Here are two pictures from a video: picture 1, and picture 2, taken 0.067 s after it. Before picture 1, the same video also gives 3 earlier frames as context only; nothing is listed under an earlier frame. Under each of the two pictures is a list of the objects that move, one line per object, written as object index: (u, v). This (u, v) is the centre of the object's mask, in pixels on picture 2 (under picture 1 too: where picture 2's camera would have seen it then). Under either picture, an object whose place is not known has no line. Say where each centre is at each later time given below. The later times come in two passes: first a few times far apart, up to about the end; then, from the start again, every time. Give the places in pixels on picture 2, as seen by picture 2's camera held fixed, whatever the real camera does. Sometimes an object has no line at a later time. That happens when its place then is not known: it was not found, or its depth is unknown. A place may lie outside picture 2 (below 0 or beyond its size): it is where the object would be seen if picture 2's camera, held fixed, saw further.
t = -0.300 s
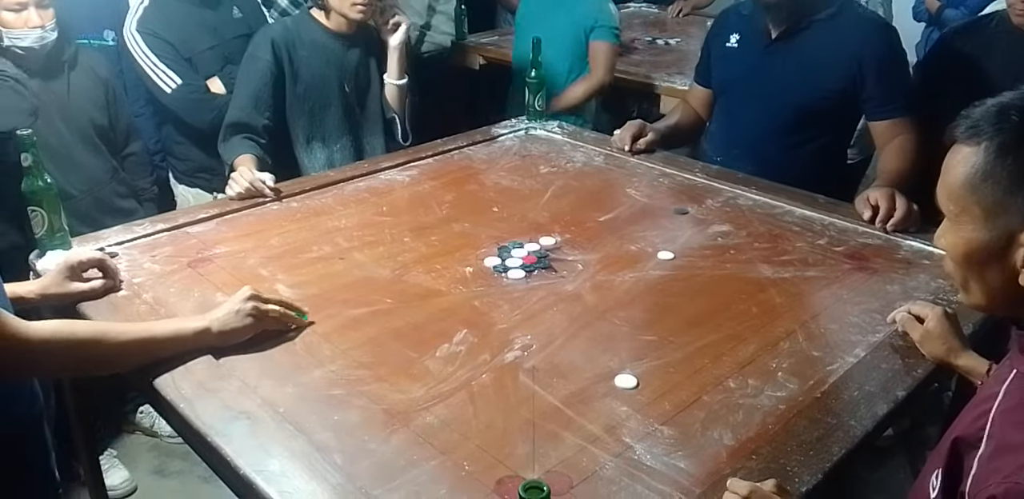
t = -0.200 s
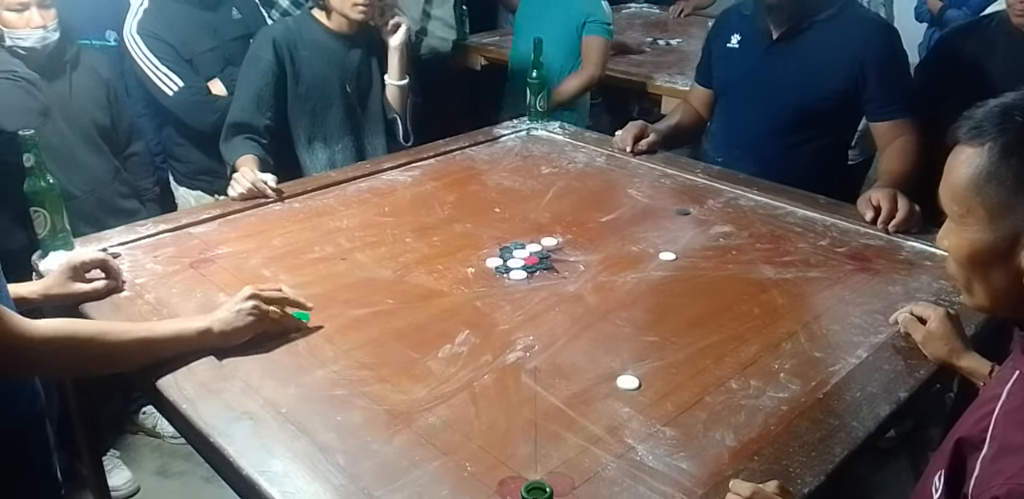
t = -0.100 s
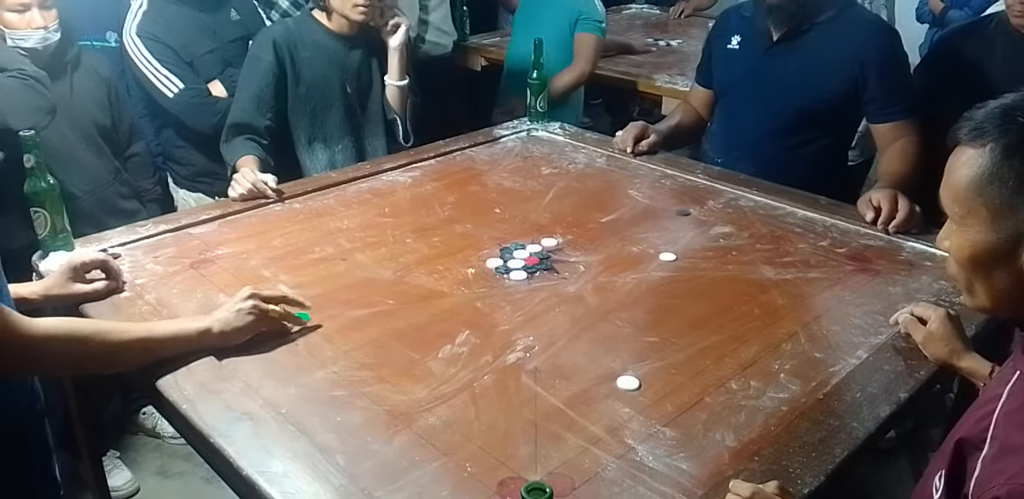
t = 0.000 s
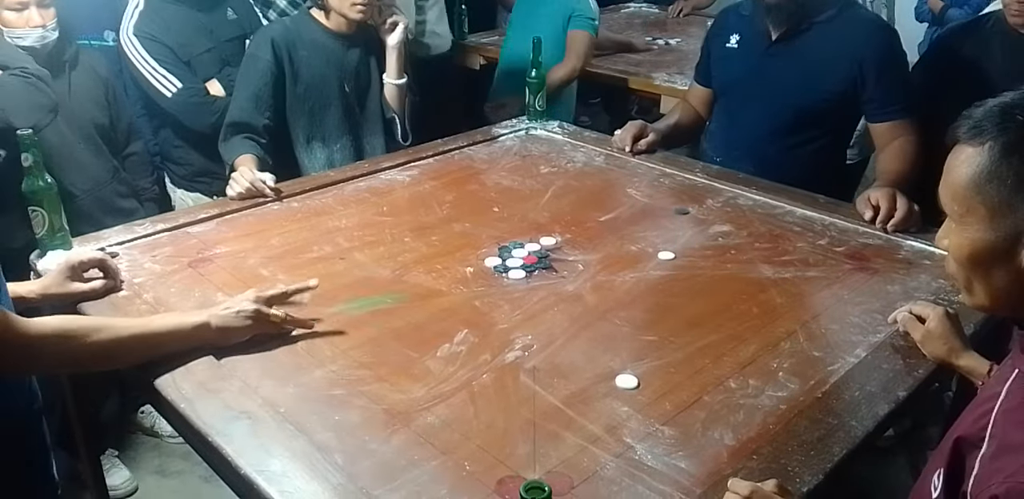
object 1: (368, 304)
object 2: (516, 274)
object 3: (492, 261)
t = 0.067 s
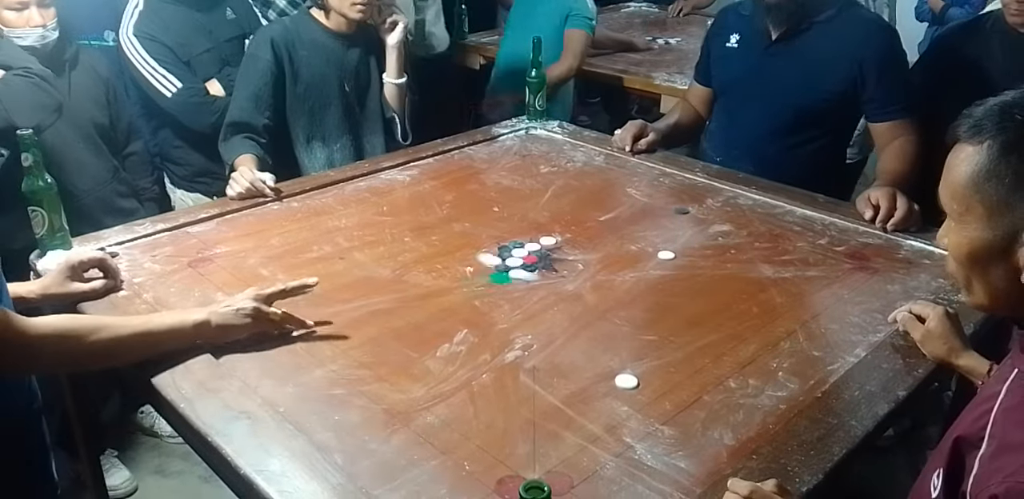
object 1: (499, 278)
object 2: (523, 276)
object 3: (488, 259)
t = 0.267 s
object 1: (591, 301)
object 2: (700, 326)
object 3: (416, 221)
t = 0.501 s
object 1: (664, 318)
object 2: (802, 351)
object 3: (366, 196)
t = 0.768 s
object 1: (686, 325)
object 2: (728, 321)
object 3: (344, 185)
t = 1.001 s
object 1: (686, 325)
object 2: (725, 322)
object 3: (343, 185)
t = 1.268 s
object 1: (686, 325)
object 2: (725, 320)
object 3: (344, 185)
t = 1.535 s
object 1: (686, 325)
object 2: (725, 320)
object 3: (344, 185)
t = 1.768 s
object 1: (686, 325)
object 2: (725, 321)
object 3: (344, 184)
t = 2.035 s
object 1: (686, 325)
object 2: (725, 321)
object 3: (344, 185)
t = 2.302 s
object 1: (686, 325)
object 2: (725, 321)
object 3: (344, 185)
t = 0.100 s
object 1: (516, 281)
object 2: (550, 283)
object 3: (475, 252)
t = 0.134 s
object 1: (532, 286)
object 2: (579, 292)
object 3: (461, 245)
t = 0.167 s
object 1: (549, 290)
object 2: (609, 300)
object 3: (448, 238)
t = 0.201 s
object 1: (563, 294)
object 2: (640, 309)
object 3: (436, 232)
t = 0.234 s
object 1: (577, 297)
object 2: (669, 317)
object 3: (425, 226)
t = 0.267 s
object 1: (591, 301)
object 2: (700, 326)
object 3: (416, 221)
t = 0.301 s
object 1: (604, 303)
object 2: (731, 335)
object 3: (406, 216)
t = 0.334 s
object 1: (616, 306)
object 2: (762, 343)
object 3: (398, 212)
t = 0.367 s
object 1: (627, 309)
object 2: (794, 353)
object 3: (390, 208)
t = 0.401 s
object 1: (638, 312)
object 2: (823, 361)
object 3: (383, 204)
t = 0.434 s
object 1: (648, 314)
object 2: (832, 362)
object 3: (377, 200)
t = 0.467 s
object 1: (656, 316)
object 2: (817, 357)
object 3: (371, 198)
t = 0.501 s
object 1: (664, 318)
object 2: (802, 351)
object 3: (366, 196)
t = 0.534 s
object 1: (670, 320)
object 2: (788, 346)
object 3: (361, 193)
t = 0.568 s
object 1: (676, 322)
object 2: (776, 341)
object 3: (357, 192)
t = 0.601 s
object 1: (680, 323)
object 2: (765, 337)
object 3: (354, 190)
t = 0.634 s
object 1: (684, 324)
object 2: (755, 332)
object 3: (351, 189)
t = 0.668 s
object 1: (686, 325)
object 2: (741, 326)
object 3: (345, 186)
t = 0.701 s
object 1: (686, 325)
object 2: (736, 324)
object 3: (344, 185)
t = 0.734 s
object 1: (686, 325)
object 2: (732, 323)
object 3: (343, 185)
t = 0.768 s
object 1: (686, 325)
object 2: (728, 321)
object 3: (344, 185)
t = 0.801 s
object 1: (686, 325)
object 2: (726, 321)
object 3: (343, 185)
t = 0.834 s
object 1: (686, 325)
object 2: (726, 321)
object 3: (344, 185)
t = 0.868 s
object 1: (686, 325)
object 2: (725, 320)
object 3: (344, 185)
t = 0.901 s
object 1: (686, 325)
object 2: (725, 320)
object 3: (343, 185)
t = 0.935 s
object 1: (686, 325)
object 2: (725, 320)
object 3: (344, 185)
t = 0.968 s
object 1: (686, 325)
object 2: (725, 320)
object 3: (343, 185)
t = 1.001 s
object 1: (686, 325)
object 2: (725, 322)
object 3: (343, 185)
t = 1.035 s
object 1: (686, 325)
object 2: (726, 322)
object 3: (344, 185)
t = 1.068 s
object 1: (686, 325)
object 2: (726, 321)
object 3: (343, 185)
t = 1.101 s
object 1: (686, 325)
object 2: (725, 321)
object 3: (344, 185)
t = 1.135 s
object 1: (686, 325)
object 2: (725, 320)
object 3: (344, 185)
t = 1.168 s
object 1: (686, 325)
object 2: (726, 320)
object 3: (344, 185)
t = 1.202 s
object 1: (686, 325)
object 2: (726, 320)
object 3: (344, 185)
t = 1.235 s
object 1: (686, 325)
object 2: (725, 320)
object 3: (344, 185)
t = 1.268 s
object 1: (686, 325)
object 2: (725, 320)
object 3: (344, 185)
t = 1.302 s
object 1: (686, 325)
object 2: (725, 320)
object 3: (343, 185)
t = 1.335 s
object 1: (686, 325)
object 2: (726, 320)
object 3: (343, 185)
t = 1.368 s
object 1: (686, 325)
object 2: (725, 320)
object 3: (343, 185)
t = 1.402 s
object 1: (686, 325)
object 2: (725, 320)
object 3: (344, 185)
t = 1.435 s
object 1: (686, 325)
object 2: (725, 320)
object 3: (344, 185)
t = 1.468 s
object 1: (686, 325)
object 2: (725, 320)
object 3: (344, 185)
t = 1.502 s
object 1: (686, 325)
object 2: (725, 320)
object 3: (344, 185)
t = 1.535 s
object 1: (686, 325)
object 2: (725, 320)
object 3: (344, 185)
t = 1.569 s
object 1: (686, 325)
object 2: (725, 320)
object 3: (344, 185)
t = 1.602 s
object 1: (686, 325)
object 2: (725, 320)
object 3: (344, 185)
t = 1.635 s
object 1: (686, 325)
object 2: (725, 321)
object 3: (344, 185)
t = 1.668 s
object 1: (686, 325)
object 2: (725, 321)
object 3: (344, 185)
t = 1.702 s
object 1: (686, 325)
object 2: (725, 321)
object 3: (344, 185)
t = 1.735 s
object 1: (686, 325)
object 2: (725, 321)
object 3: (344, 185)
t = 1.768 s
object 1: (686, 325)
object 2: (725, 321)
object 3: (344, 184)
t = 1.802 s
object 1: (686, 325)
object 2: (725, 321)
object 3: (344, 185)
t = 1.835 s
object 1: (686, 325)
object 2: (725, 320)
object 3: (344, 185)
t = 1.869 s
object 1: (686, 325)
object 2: (725, 321)
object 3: (344, 185)
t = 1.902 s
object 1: (686, 325)
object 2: (725, 321)
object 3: (344, 185)
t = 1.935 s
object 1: (686, 325)
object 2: (725, 321)
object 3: (344, 185)
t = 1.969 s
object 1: (686, 325)
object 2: (725, 321)
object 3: (344, 185)
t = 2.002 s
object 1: (686, 325)
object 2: (725, 320)
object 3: (344, 185)
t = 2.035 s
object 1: (686, 325)
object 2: (725, 321)
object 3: (344, 185)
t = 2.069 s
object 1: (686, 325)
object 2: (725, 321)
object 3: (344, 185)
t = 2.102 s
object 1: (686, 325)
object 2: (725, 320)
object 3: (344, 185)
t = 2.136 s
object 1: (686, 325)
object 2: (725, 321)
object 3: (344, 185)
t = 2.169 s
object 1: (686, 325)
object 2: (725, 320)
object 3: (344, 185)
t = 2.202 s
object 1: (686, 325)
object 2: (725, 320)
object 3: (344, 185)
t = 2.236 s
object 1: (686, 325)
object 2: (725, 320)
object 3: (344, 185)
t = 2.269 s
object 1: (686, 325)
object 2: (725, 321)
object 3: (344, 185)
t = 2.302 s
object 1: (686, 325)
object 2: (725, 321)
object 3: (344, 185)
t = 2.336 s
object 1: (686, 325)
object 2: (725, 321)
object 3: (344, 185)
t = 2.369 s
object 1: (686, 325)
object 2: (725, 320)
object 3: (344, 185)
